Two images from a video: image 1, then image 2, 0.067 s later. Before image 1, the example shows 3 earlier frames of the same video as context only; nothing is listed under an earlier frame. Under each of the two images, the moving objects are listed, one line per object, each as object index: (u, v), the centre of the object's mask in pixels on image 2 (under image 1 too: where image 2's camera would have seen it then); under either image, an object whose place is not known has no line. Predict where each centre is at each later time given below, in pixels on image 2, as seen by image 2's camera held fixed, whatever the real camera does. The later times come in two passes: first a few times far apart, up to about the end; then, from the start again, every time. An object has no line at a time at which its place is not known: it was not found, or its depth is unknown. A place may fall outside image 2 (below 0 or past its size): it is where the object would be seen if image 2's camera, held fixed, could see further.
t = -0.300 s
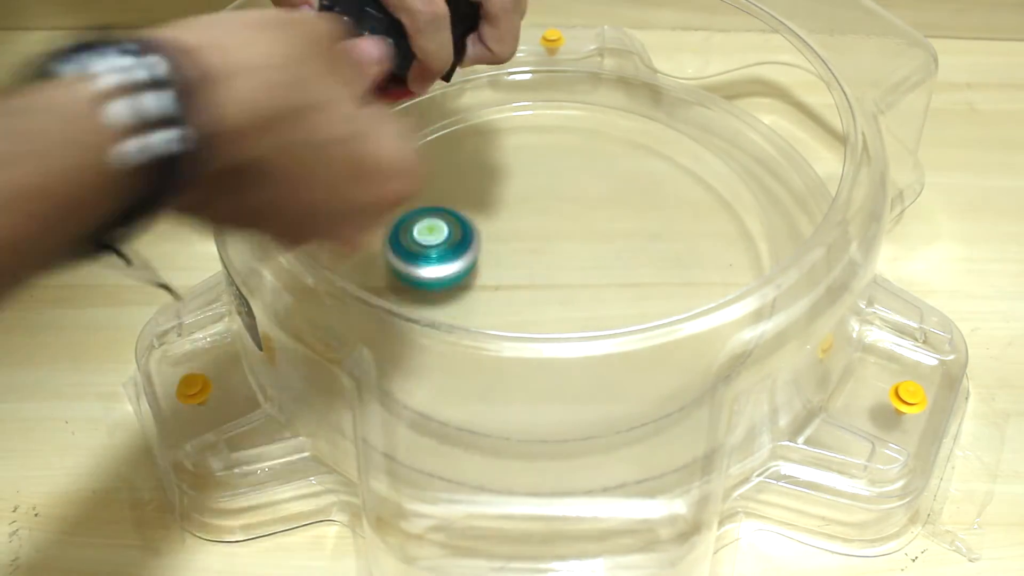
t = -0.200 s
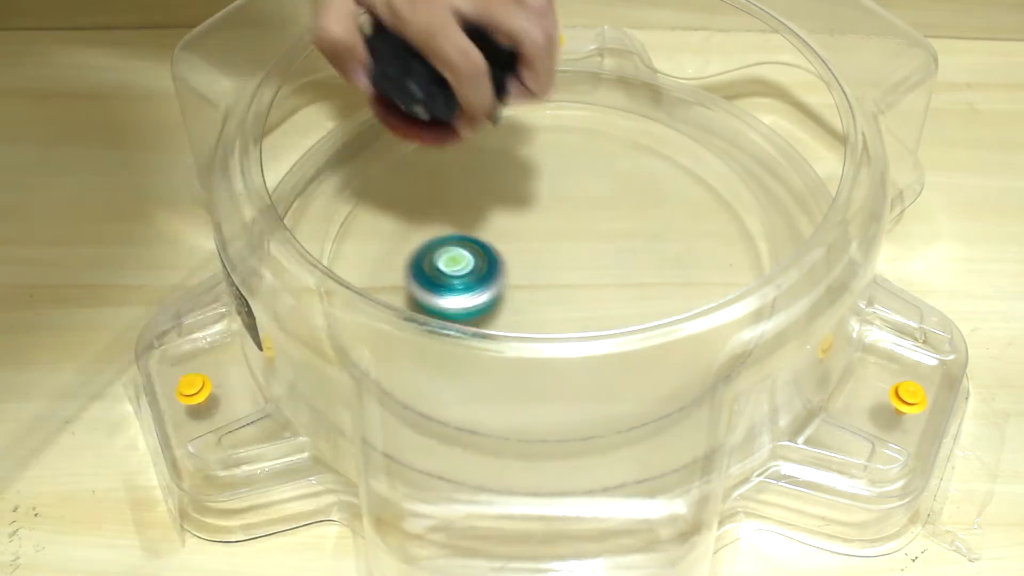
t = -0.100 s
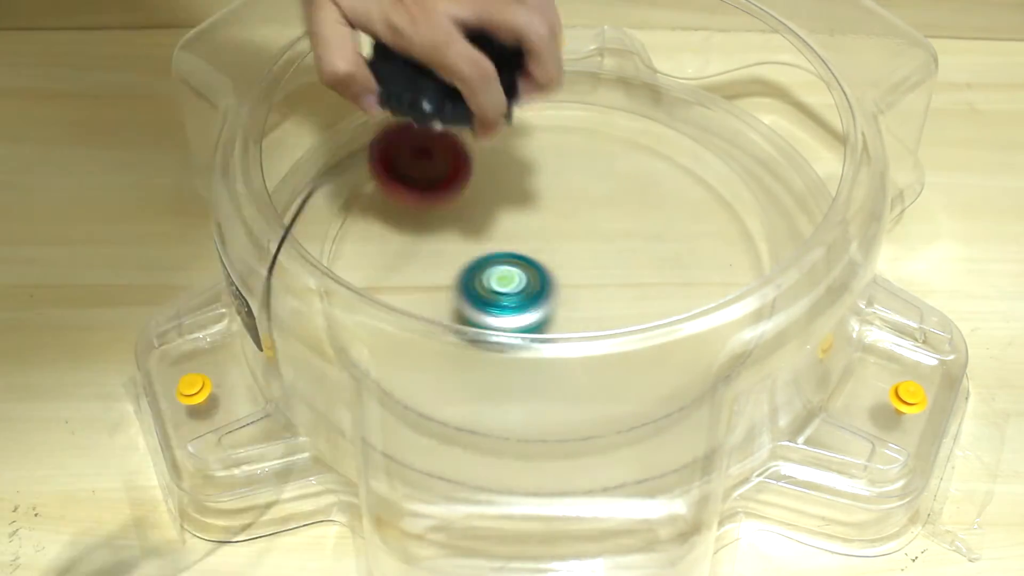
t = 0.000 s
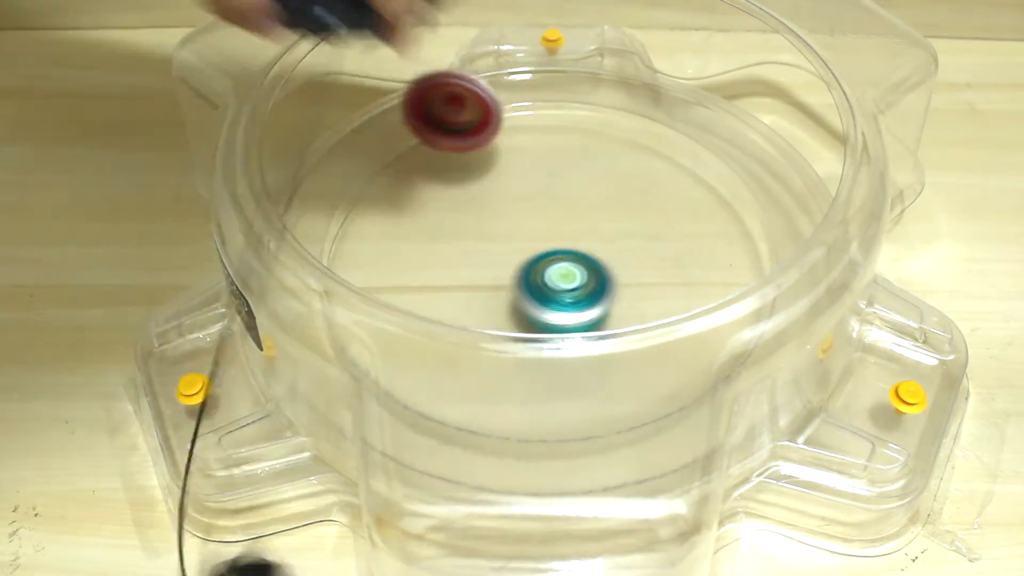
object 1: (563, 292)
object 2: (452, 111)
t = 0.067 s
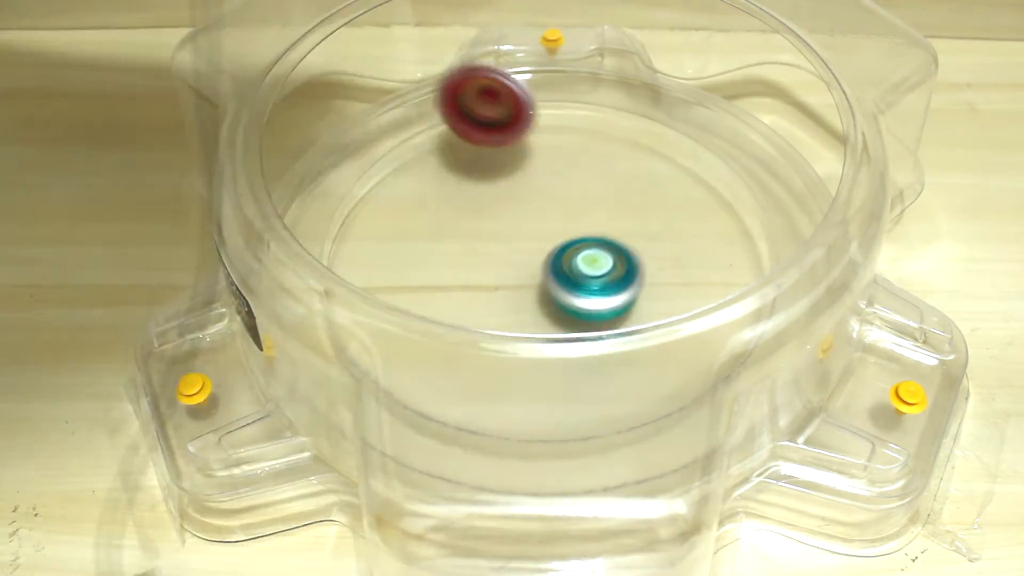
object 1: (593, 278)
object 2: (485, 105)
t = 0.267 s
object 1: (599, 245)
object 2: (574, 145)
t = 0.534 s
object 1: (543, 336)
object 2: (576, 110)
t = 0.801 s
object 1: (542, 287)
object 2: (554, 193)
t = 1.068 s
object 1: (515, 341)
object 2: (647, 153)
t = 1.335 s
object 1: (548, 333)
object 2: (602, 187)
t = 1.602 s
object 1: (431, 303)
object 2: (608, 247)
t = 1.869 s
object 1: (448, 311)
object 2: (667, 275)
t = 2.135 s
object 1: (443, 240)
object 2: (634, 267)
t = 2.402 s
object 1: (416, 220)
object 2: (536, 295)
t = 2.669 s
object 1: (484, 215)
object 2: (519, 390)
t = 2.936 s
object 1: (513, 191)
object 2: (563, 260)
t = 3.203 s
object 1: (518, 161)
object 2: (383, 323)
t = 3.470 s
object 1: (549, 192)
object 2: (587, 302)
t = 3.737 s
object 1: (547, 139)
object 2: (552, 227)
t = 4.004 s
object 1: (495, 199)
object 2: (469, 327)
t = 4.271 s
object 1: (510, 239)
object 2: (634, 251)
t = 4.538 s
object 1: (480, 254)
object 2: (519, 128)
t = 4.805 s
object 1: (537, 295)
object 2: (413, 274)
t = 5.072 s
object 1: (574, 266)
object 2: (651, 323)
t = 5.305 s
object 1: (546, 248)
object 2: (645, 178)
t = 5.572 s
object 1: (508, 243)
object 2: (403, 193)
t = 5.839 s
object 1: (510, 246)
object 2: (492, 357)
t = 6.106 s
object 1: (517, 251)
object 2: (672, 234)
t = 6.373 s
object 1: (525, 255)
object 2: (516, 134)
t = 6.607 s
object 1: (527, 256)
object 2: (376, 230)
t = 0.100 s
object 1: (601, 270)
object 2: (504, 115)
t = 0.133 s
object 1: (607, 262)
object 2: (521, 123)
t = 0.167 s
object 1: (608, 252)
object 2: (536, 133)
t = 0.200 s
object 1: (607, 243)
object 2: (550, 146)
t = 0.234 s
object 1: (603, 236)
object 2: (562, 159)
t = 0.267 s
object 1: (599, 245)
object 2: (574, 145)
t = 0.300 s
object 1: (594, 271)
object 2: (583, 135)
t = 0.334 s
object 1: (587, 291)
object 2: (590, 124)
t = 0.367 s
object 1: (578, 301)
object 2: (594, 117)
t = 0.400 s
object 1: (571, 307)
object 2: (594, 112)
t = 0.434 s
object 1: (564, 329)
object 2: (593, 109)
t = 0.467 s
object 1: (556, 334)
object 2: (589, 106)
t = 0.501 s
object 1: (550, 338)
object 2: (583, 107)
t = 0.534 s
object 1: (543, 336)
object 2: (576, 110)
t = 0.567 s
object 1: (537, 332)
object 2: (568, 115)
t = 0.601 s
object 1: (537, 320)
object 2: (560, 122)
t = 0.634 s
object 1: (536, 308)
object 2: (553, 131)
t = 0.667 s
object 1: (536, 306)
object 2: (549, 141)
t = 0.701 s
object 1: (537, 303)
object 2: (547, 153)
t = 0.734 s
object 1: (538, 299)
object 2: (547, 165)
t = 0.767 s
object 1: (539, 294)
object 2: (550, 178)
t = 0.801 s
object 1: (542, 287)
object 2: (554, 193)
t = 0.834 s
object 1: (542, 289)
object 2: (564, 196)
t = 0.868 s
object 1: (536, 299)
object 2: (580, 186)
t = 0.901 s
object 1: (532, 305)
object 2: (595, 179)
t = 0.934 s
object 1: (529, 308)
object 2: (609, 171)
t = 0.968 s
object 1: (526, 311)
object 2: (622, 165)
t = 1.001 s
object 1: (520, 327)
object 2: (633, 160)
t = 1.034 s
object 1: (517, 337)
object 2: (642, 156)
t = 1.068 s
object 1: (515, 341)
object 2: (647, 153)
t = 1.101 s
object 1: (517, 345)
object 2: (649, 152)
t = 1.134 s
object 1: (521, 348)
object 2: (647, 154)
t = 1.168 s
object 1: (525, 348)
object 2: (642, 157)
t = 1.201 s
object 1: (532, 348)
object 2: (636, 160)
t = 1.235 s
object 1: (539, 345)
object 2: (628, 166)
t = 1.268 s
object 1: (547, 341)
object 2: (619, 172)
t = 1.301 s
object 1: (549, 338)
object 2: (610, 179)
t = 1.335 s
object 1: (548, 333)
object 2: (602, 187)
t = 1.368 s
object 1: (543, 325)
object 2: (594, 197)
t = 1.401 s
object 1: (536, 309)
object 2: (587, 207)
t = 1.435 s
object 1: (523, 315)
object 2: (582, 218)
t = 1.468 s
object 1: (512, 302)
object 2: (577, 232)
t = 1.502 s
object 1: (490, 305)
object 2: (580, 238)
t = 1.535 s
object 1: (466, 305)
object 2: (589, 240)
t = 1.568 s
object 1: (446, 304)
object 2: (598, 243)
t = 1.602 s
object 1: (431, 303)
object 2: (608, 247)
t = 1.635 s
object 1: (424, 302)
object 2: (617, 252)
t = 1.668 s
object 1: (421, 303)
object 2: (626, 256)
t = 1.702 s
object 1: (423, 304)
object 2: (634, 262)
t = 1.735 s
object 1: (427, 306)
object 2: (643, 266)
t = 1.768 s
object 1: (433, 309)
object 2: (651, 271)
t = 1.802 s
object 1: (439, 311)
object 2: (657, 273)
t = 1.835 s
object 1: (445, 313)
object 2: (663, 275)
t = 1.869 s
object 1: (448, 311)
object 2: (667, 275)
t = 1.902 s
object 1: (451, 308)
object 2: (669, 276)
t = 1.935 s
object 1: (452, 303)
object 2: (668, 276)
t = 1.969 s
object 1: (453, 296)
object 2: (666, 275)
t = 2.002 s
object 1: (453, 285)
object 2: (663, 274)
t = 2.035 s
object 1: (452, 275)
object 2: (658, 272)
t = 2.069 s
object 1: (450, 263)
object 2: (651, 271)
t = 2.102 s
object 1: (447, 250)
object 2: (642, 268)
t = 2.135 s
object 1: (443, 240)
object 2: (634, 267)
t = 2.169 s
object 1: (439, 231)
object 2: (624, 267)
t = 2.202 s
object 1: (433, 224)
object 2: (613, 268)
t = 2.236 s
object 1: (427, 219)
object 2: (601, 271)
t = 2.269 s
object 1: (421, 215)
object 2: (588, 275)
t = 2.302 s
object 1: (416, 213)
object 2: (576, 280)
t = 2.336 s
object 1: (414, 214)
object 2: (563, 285)
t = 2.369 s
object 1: (414, 216)
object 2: (550, 290)
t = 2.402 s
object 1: (416, 220)
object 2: (536, 295)
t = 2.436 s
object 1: (419, 225)
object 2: (522, 300)
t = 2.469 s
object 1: (423, 229)
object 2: (509, 304)
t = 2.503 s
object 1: (427, 231)
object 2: (492, 327)
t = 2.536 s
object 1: (434, 232)
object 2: (482, 341)
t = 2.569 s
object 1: (445, 230)
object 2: (478, 355)
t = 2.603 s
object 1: (458, 227)
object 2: (482, 371)
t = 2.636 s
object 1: (472, 221)
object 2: (496, 382)
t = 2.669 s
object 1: (484, 215)
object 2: (519, 390)
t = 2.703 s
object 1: (494, 208)
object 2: (547, 391)
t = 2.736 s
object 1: (502, 203)
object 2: (578, 385)
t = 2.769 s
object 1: (508, 200)
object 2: (601, 367)
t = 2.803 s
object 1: (512, 198)
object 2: (613, 338)
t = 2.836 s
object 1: (515, 196)
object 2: (605, 305)
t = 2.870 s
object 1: (515, 196)
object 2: (598, 293)
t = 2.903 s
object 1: (515, 196)
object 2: (583, 273)
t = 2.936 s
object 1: (513, 191)
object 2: (563, 260)
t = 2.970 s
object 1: (510, 174)
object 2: (543, 261)
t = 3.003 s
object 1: (509, 162)
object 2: (517, 263)
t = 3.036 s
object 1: (510, 156)
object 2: (488, 266)
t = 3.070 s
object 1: (512, 153)
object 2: (457, 272)
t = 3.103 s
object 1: (514, 153)
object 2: (432, 277)
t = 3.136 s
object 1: (515, 155)
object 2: (415, 282)
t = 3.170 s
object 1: (516, 159)
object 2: (390, 305)
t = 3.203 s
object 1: (518, 161)
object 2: (383, 323)
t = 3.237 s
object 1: (520, 164)
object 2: (384, 340)
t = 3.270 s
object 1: (523, 167)
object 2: (400, 352)
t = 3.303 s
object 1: (527, 171)
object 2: (428, 367)
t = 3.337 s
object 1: (531, 176)
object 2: (459, 374)
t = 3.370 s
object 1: (534, 180)
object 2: (500, 375)
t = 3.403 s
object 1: (539, 185)
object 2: (541, 361)
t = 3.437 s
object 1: (544, 188)
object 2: (570, 334)
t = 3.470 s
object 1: (549, 192)
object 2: (587, 302)
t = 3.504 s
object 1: (554, 195)
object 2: (599, 287)
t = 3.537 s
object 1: (558, 193)
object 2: (604, 265)
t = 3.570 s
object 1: (555, 177)
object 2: (608, 262)
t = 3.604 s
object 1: (553, 164)
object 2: (607, 255)
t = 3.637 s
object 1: (552, 155)
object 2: (601, 246)
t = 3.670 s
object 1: (551, 150)
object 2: (589, 233)
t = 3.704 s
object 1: (551, 148)
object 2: (572, 223)
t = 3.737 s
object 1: (547, 139)
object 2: (552, 227)
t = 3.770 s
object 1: (542, 134)
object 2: (530, 233)
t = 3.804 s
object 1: (533, 134)
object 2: (506, 240)
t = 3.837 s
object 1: (524, 140)
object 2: (485, 250)
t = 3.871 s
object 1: (513, 150)
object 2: (468, 263)
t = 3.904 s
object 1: (504, 162)
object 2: (457, 277)
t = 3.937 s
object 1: (499, 175)
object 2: (456, 288)
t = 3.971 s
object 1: (496, 188)
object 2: (462, 297)
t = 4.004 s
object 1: (495, 199)
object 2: (469, 327)
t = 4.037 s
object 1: (494, 209)
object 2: (492, 338)
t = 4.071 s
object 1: (495, 218)
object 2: (522, 345)
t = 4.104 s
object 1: (496, 225)
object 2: (557, 334)
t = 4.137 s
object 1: (497, 230)
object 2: (586, 330)
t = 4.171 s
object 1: (499, 234)
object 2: (608, 305)
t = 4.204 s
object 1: (502, 237)
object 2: (628, 292)
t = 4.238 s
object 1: (506, 239)
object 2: (636, 275)
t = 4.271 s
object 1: (510, 239)
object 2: (634, 251)
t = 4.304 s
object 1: (514, 238)
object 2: (625, 228)
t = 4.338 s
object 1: (508, 237)
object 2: (622, 206)
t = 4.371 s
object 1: (497, 235)
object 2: (620, 186)
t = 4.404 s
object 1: (490, 235)
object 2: (611, 168)
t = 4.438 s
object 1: (484, 238)
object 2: (596, 153)
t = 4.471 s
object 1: (480, 241)
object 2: (575, 141)
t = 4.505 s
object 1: (479, 247)
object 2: (549, 132)
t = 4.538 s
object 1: (480, 254)
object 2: (519, 128)
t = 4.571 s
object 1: (483, 263)
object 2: (487, 131)
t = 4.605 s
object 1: (488, 272)
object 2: (455, 140)
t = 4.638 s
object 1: (496, 281)
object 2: (428, 156)
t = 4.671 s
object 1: (507, 287)
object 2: (407, 176)
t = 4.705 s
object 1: (516, 291)
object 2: (393, 201)
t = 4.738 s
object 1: (524, 294)
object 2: (389, 229)
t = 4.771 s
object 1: (531, 295)
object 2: (395, 254)
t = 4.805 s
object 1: (537, 295)
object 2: (413, 274)
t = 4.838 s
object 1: (542, 295)
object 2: (429, 302)
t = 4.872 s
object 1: (555, 292)
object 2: (446, 324)
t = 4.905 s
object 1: (564, 289)
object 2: (471, 340)
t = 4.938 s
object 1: (572, 285)
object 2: (505, 352)
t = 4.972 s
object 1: (575, 279)
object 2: (544, 363)
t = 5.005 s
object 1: (576, 273)
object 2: (586, 359)
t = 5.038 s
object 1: (575, 269)
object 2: (623, 351)
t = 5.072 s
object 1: (574, 266)
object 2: (651, 323)
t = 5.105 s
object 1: (573, 262)
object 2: (670, 305)
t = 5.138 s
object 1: (570, 258)
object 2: (683, 282)
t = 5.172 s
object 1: (567, 256)
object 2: (693, 264)
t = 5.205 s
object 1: (563, 253)
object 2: (692, 240)
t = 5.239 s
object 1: (558, 251)
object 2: (683, 216)
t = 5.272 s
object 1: (552, 249)
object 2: (668, 195)
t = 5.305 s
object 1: (546, 248)
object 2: (645, 178)
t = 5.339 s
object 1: (539, 248)
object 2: (617, 163)
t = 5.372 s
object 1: (533, 248)
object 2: (585, 154)
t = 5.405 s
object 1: (527, 248)
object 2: (551, 149)
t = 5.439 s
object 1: (521, 248)
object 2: (518, 149)
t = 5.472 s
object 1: (516, 247)
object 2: (485, 153)
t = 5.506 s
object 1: (513, 246)
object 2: (453, 163)
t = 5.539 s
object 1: (510, 245)
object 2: (425, 177)
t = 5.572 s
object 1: (508, 243)
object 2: (403, 193)
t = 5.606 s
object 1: (508, 243)
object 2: (384, 214)
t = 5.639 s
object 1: (508, 242)
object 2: (374, 238)
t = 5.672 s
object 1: (509, 243)
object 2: (377, 256)
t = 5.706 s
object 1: (509, 244)
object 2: (380, 285)
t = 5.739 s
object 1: (509, 245)
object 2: (397, 309)
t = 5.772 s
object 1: (509, 245)
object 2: (423, 332)
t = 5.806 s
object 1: (509, 246)
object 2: (455, 348)
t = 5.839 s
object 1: (510, 246)
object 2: (492, 357)
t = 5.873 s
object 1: (510, 247)
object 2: (532, 359)
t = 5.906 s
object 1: (511, 248)
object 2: (571, 357)
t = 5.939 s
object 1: (512, 249)
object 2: (606, 331)
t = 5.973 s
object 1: (512, 250)
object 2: (631, 317)
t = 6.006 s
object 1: (513, 251)
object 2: (649, 292)
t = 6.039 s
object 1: (514, 251)
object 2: (664, 278)
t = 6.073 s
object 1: (515, 251)
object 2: (672, 258)
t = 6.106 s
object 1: (517, 251)
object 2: (672, 234)
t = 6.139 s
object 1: (518, 252)
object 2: (666, 212)
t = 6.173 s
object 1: (520, 253)
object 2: (655, 193)
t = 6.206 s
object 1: (520, 253)
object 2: (639, 174)
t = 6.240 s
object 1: (521, 254)
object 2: (618, 160)
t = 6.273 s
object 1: (522, 254)
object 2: (596, 149)
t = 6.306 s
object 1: (523, 254)
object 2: (571, 140)
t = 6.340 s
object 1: (524, 255)
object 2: (545, 136)
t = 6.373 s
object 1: (525, 255)
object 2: (516, 134)
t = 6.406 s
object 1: (525, 255)
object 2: (488, 137)
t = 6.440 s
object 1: (526, 255)
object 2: (461, 142)
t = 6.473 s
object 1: (526, 256)
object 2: (435, 153)
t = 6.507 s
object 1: (526, 256)
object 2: (413, 168)
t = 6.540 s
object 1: (526, 256)
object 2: (395, 185)
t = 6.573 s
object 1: (527, 256)
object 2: (384, 205)
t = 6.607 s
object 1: (527, 256)
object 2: (376, 230)
